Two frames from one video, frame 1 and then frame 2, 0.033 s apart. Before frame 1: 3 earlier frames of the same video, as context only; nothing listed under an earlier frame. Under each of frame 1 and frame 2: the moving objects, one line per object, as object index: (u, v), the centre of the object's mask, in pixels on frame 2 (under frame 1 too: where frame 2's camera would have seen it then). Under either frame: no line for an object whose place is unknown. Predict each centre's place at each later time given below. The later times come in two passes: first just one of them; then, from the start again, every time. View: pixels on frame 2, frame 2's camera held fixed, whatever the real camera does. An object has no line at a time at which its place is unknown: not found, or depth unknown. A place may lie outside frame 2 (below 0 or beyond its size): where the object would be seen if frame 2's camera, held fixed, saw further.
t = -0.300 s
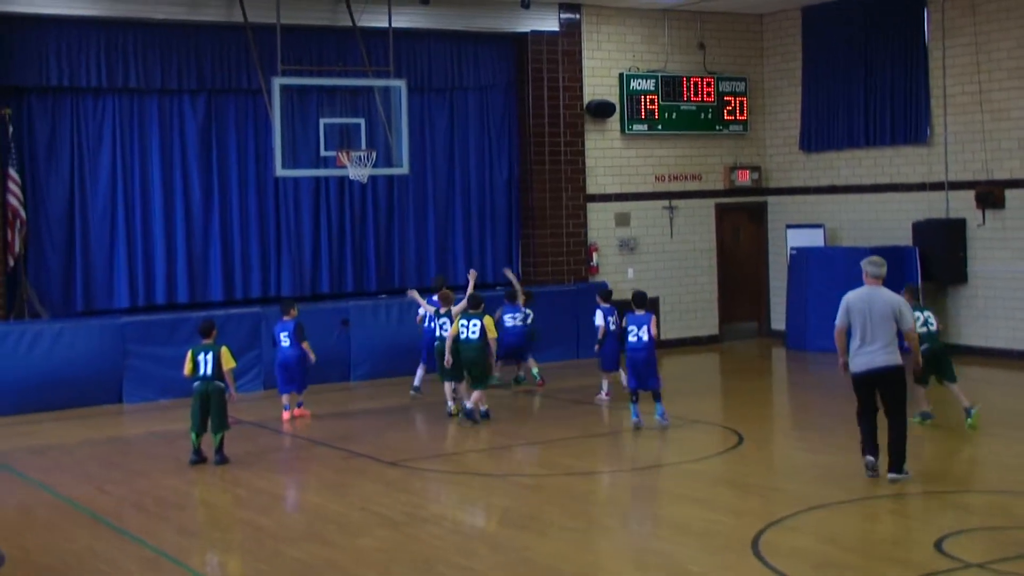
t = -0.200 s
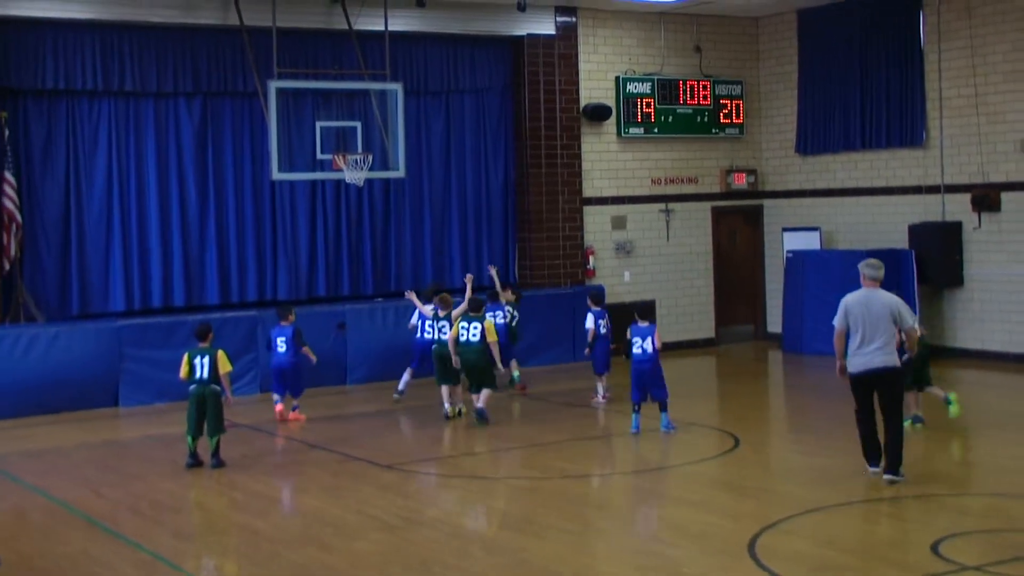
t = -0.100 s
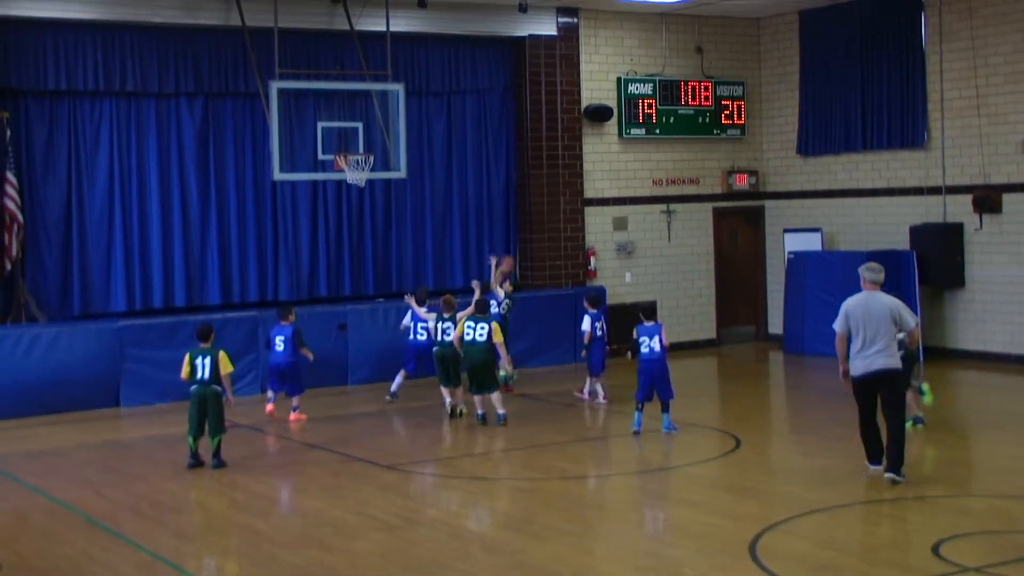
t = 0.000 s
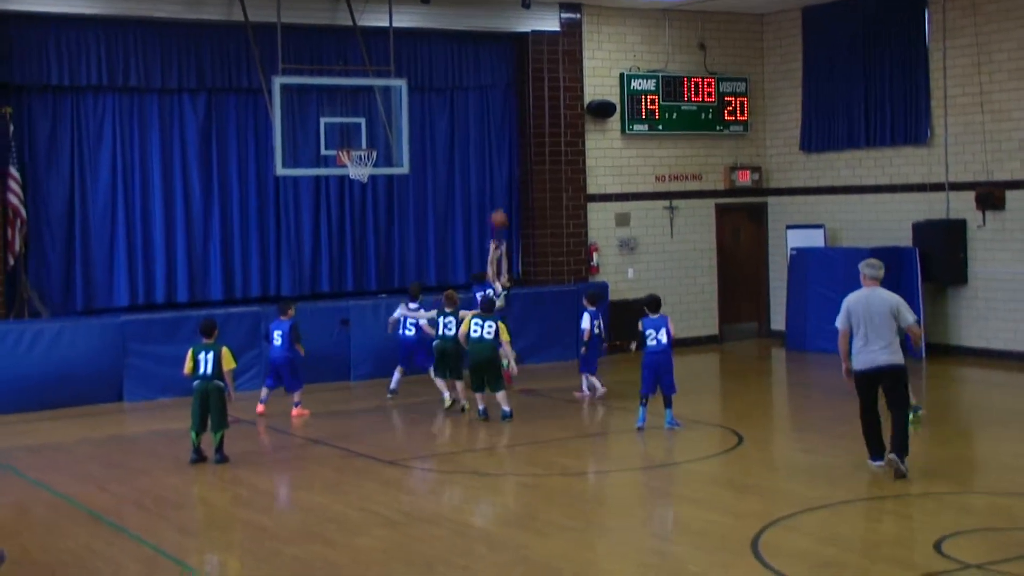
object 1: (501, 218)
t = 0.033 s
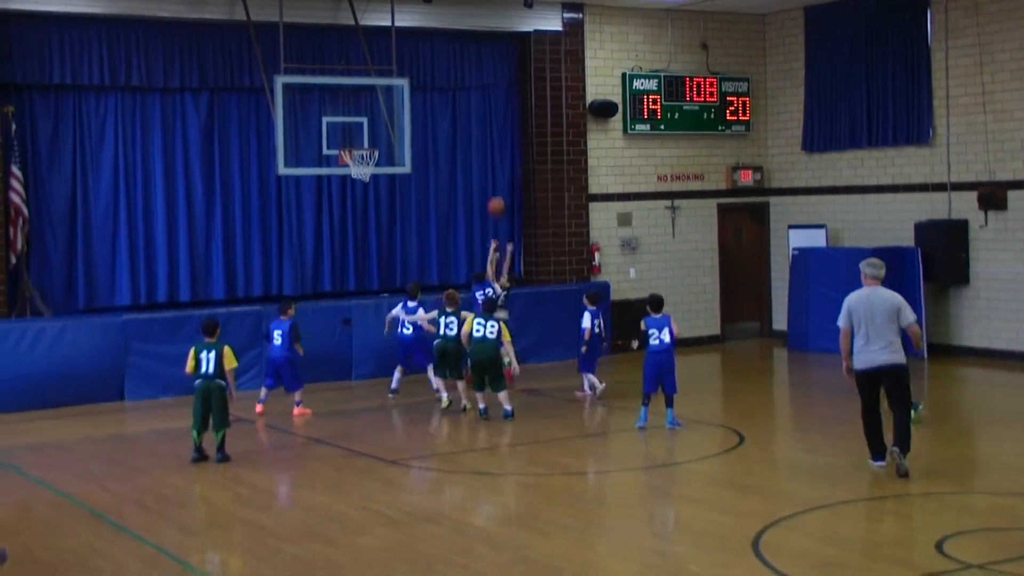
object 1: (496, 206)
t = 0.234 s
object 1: (473, 149)
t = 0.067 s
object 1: (492, 194)
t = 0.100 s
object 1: (488, 182)
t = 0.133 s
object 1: (485, 172)
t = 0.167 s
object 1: (481, 164)
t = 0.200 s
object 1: (477, 156)
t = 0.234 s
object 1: (473, 149)
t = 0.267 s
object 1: (470, 141)
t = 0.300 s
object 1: (465, 136)
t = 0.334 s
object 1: (462, 131)
